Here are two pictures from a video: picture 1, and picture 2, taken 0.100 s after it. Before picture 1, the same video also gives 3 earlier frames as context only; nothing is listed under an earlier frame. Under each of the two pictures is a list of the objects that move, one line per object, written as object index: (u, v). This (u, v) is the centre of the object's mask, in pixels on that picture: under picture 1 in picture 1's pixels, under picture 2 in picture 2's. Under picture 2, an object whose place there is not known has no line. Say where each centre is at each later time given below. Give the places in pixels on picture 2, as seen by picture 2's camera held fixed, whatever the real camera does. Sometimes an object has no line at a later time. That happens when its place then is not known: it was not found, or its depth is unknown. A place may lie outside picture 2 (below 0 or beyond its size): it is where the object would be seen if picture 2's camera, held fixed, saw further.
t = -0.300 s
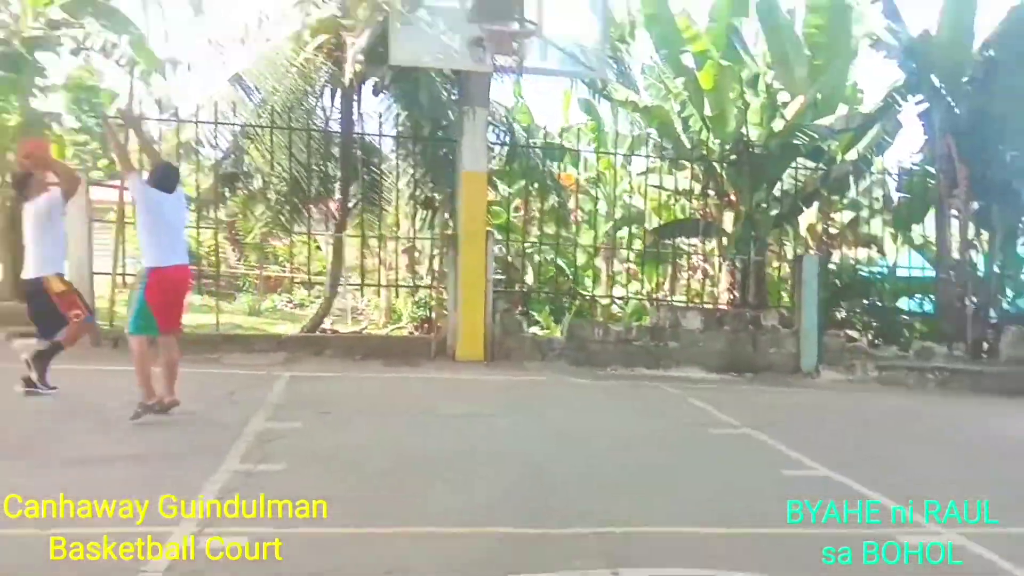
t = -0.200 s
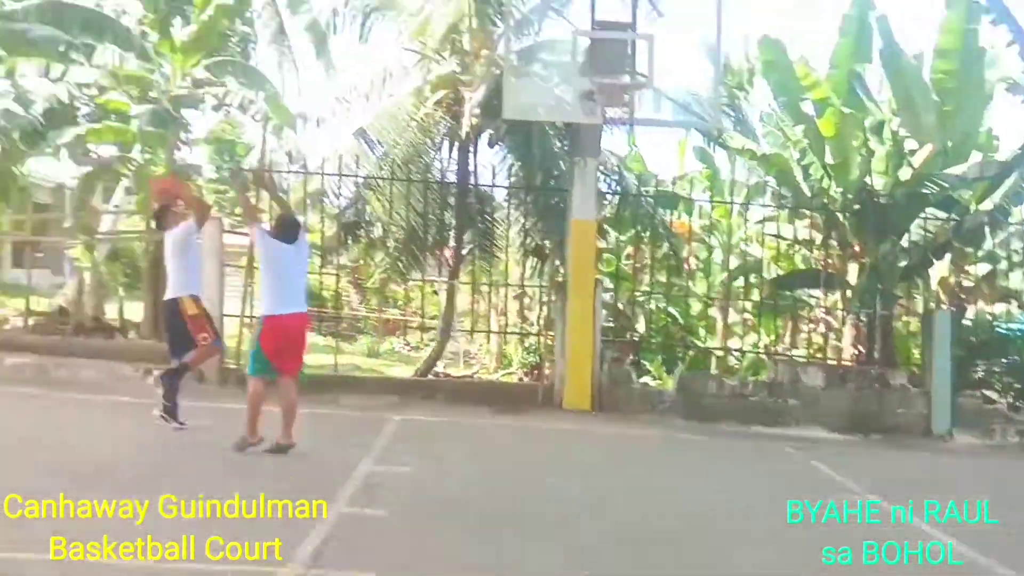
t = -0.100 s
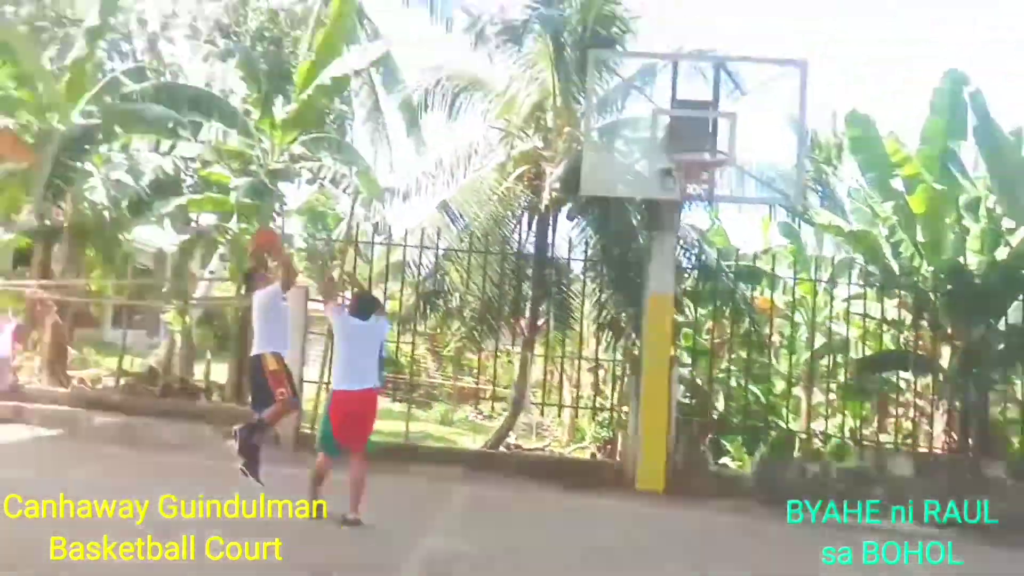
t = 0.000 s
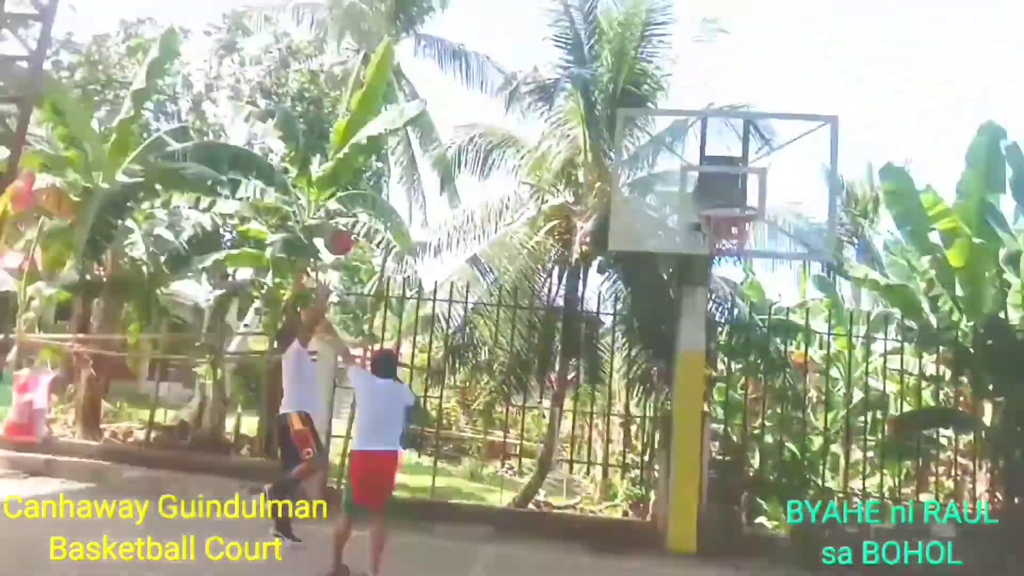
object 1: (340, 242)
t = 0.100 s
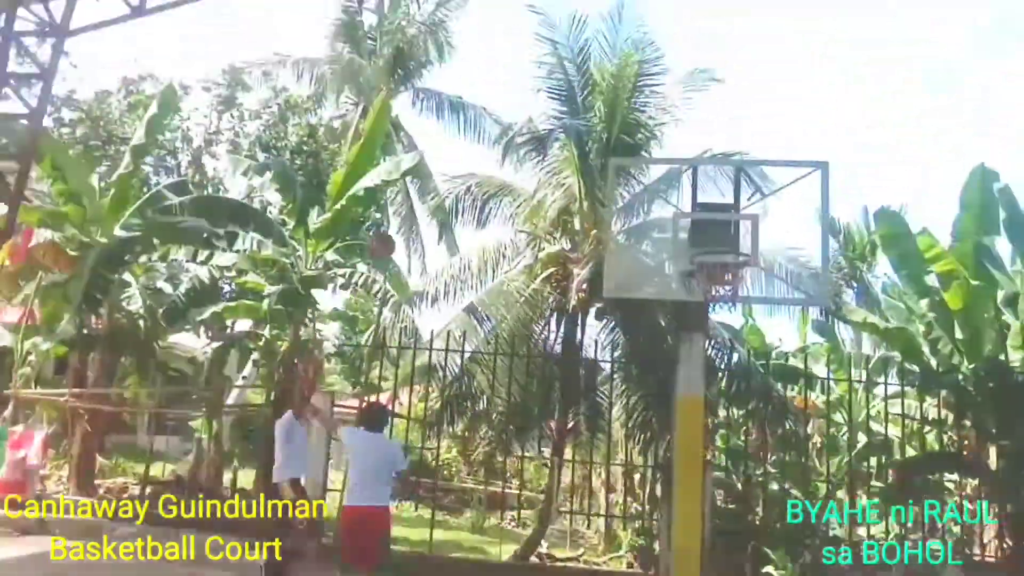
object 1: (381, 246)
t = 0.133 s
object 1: (396, 232)
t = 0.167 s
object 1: (410, 221)
